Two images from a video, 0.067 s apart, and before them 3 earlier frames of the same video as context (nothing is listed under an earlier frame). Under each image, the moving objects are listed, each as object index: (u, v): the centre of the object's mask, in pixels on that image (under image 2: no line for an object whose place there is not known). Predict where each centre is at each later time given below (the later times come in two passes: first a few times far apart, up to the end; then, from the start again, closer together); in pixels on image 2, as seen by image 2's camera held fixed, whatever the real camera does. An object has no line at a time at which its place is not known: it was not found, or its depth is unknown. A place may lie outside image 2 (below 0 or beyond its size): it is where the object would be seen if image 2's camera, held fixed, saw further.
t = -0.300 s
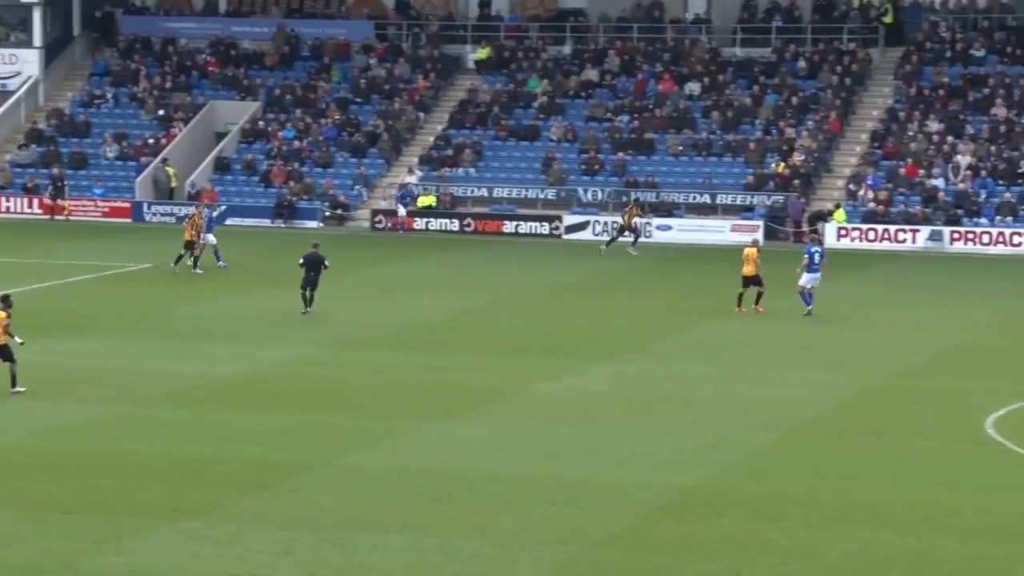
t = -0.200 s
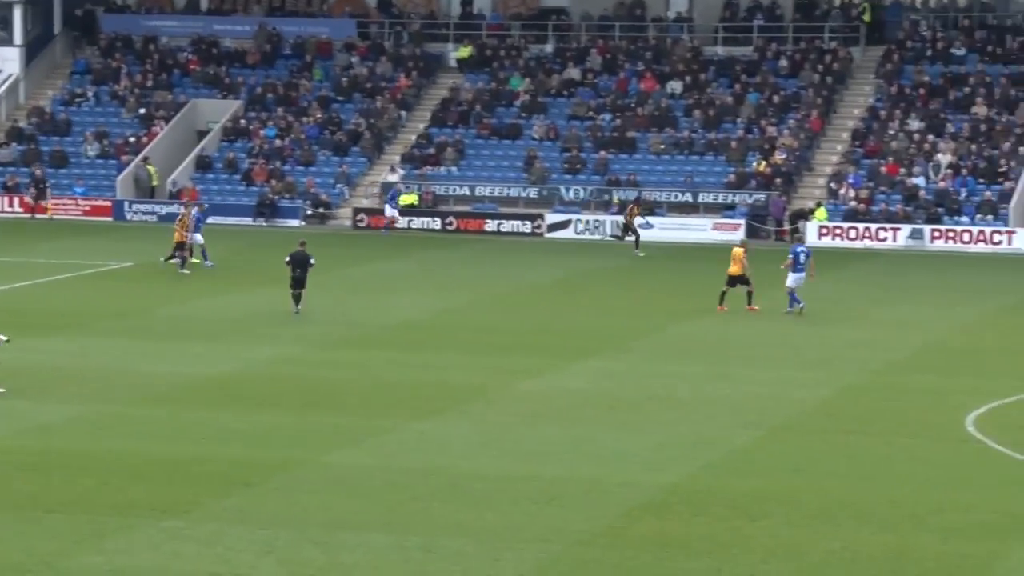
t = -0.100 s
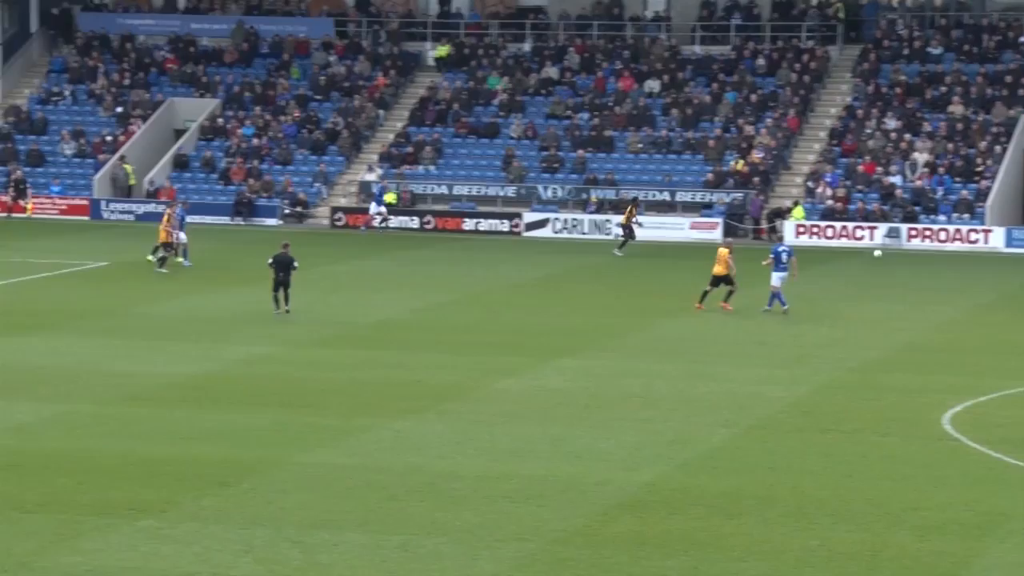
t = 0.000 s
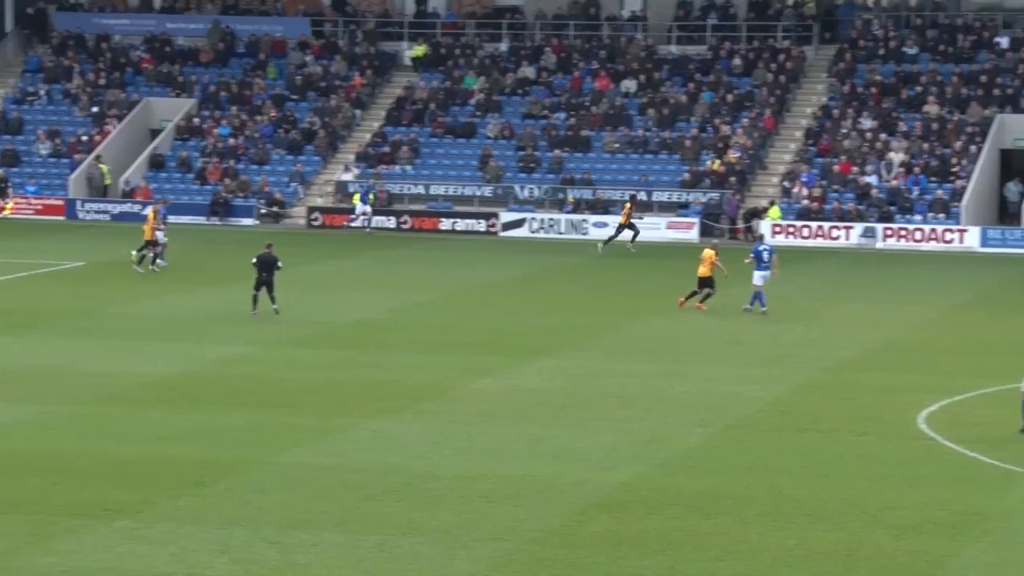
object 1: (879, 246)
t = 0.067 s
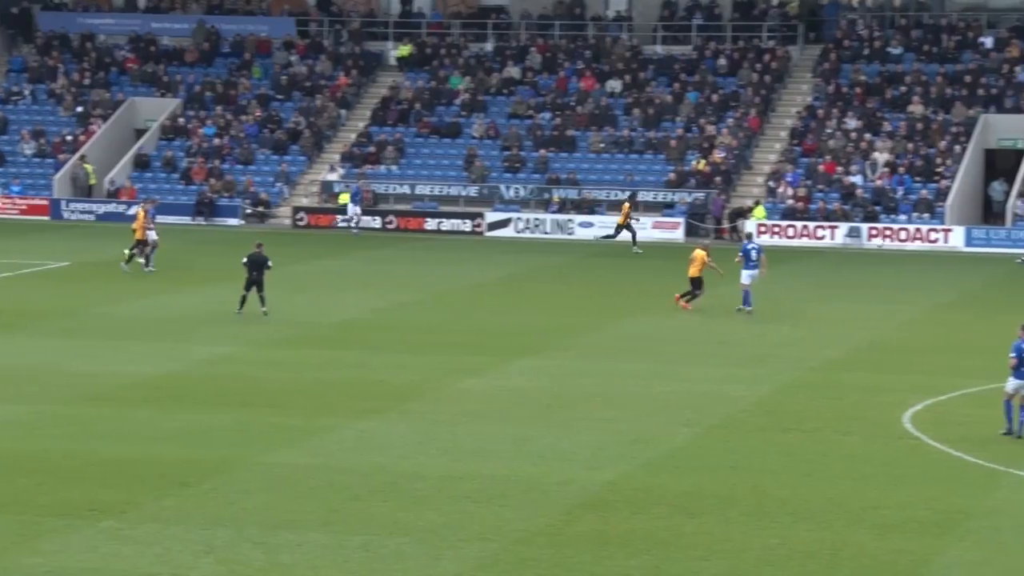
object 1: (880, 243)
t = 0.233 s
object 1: (915, 242)
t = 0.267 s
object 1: (924, 243)
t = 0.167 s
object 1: (902, 242)
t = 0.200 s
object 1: (911, 242)
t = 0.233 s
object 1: (915, 242)
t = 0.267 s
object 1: (924, 243)
